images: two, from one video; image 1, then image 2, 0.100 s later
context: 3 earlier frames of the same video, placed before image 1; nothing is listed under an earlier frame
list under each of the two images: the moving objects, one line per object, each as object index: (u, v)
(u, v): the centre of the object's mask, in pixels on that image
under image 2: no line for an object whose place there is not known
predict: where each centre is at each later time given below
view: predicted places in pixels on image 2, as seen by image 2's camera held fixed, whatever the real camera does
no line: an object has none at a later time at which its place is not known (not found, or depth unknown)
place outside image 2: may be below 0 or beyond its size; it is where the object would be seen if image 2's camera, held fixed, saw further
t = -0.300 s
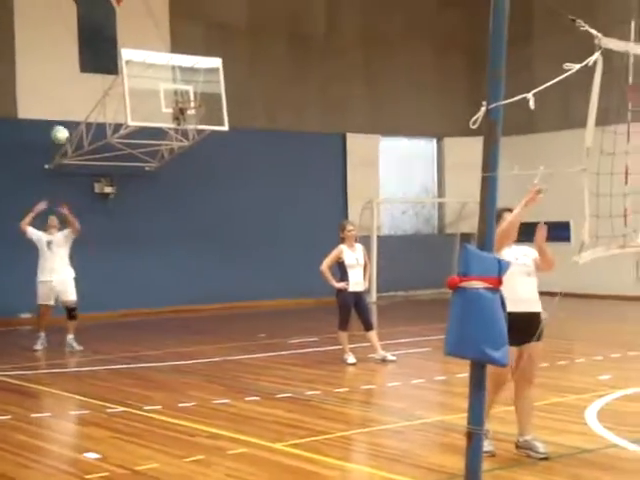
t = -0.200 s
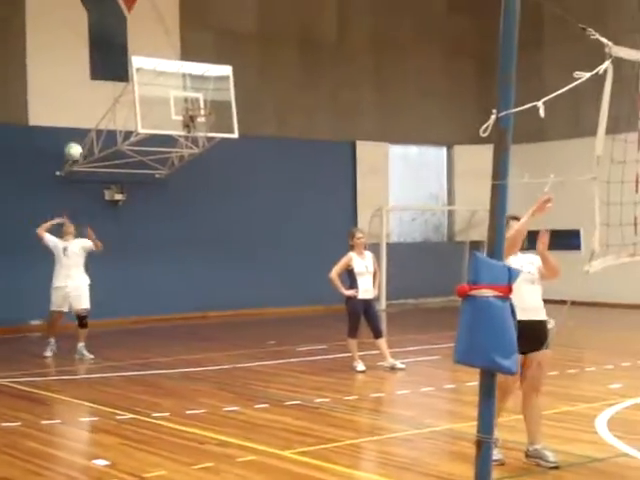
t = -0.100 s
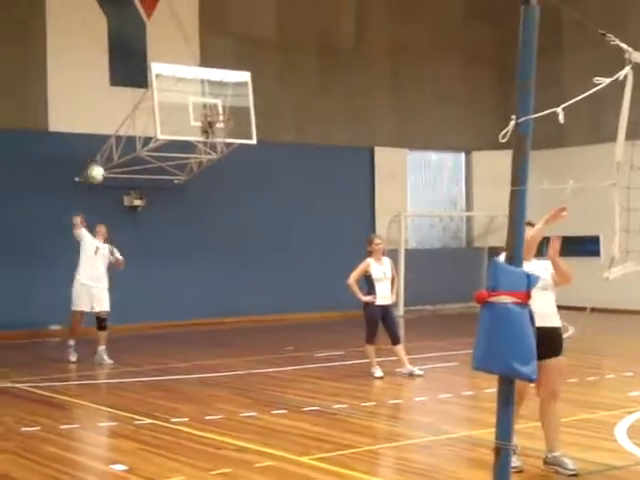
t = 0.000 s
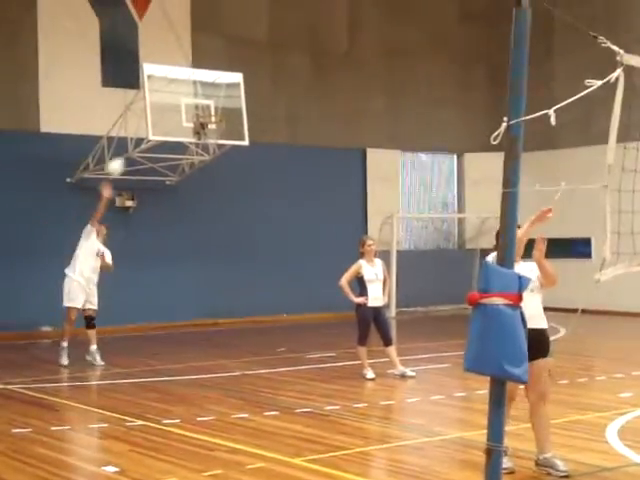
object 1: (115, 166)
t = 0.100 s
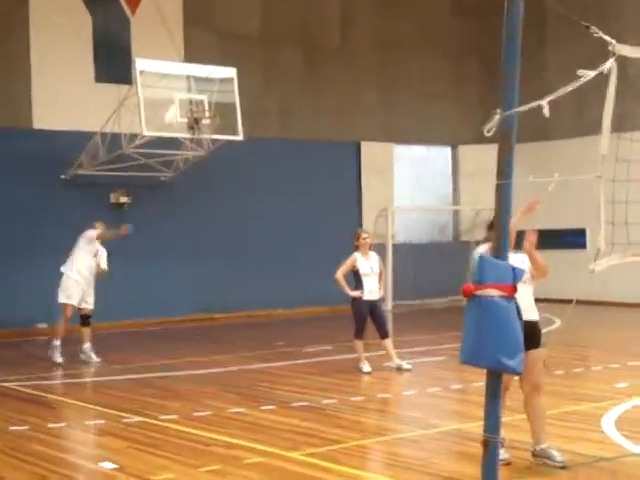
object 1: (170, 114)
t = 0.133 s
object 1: (194, 100)
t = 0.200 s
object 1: (241, 70)
